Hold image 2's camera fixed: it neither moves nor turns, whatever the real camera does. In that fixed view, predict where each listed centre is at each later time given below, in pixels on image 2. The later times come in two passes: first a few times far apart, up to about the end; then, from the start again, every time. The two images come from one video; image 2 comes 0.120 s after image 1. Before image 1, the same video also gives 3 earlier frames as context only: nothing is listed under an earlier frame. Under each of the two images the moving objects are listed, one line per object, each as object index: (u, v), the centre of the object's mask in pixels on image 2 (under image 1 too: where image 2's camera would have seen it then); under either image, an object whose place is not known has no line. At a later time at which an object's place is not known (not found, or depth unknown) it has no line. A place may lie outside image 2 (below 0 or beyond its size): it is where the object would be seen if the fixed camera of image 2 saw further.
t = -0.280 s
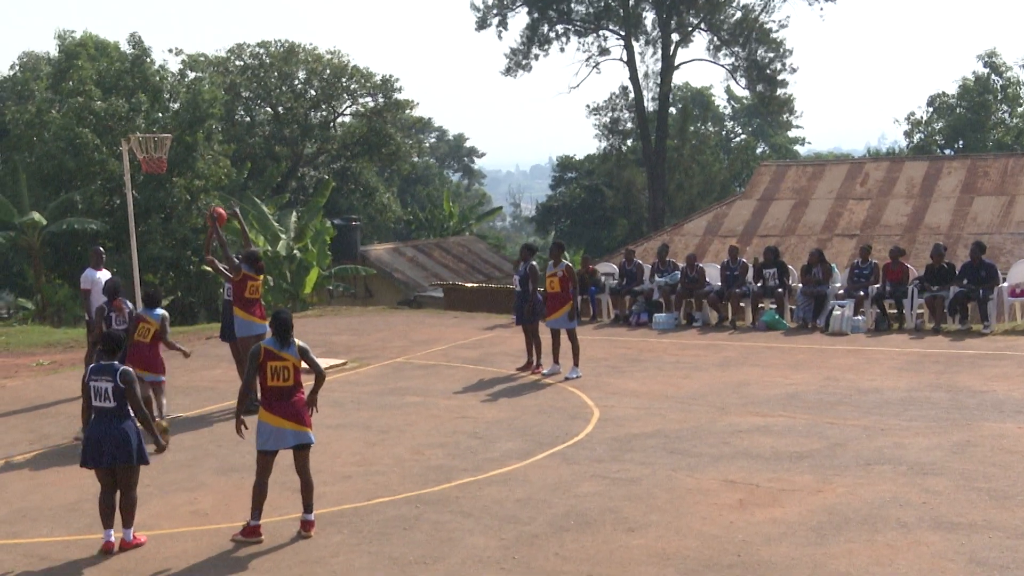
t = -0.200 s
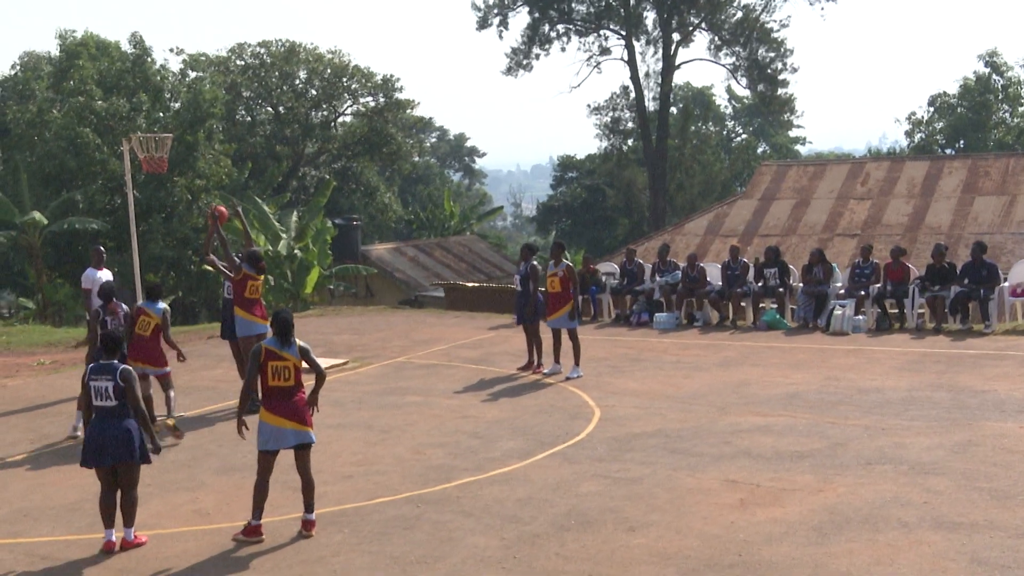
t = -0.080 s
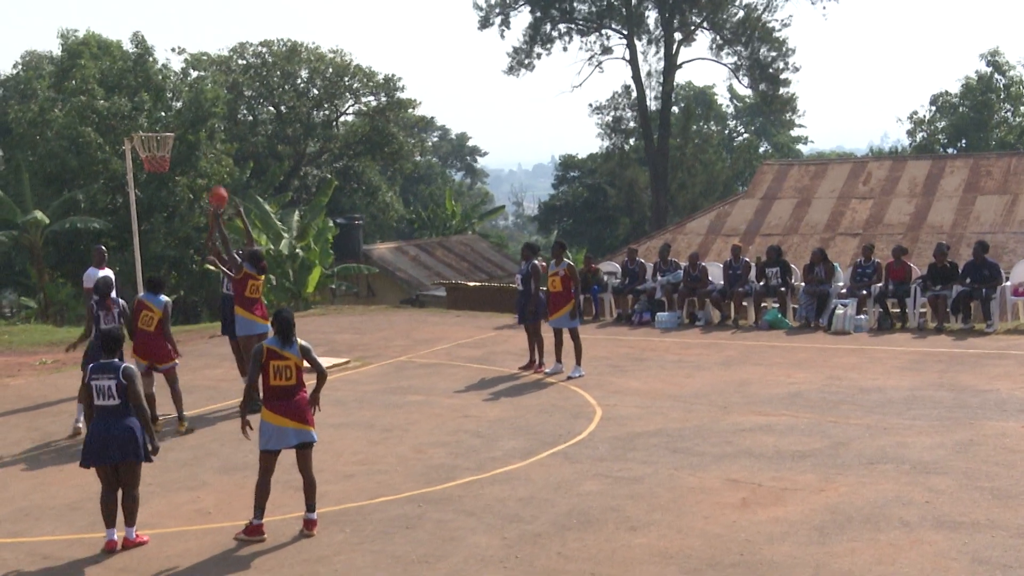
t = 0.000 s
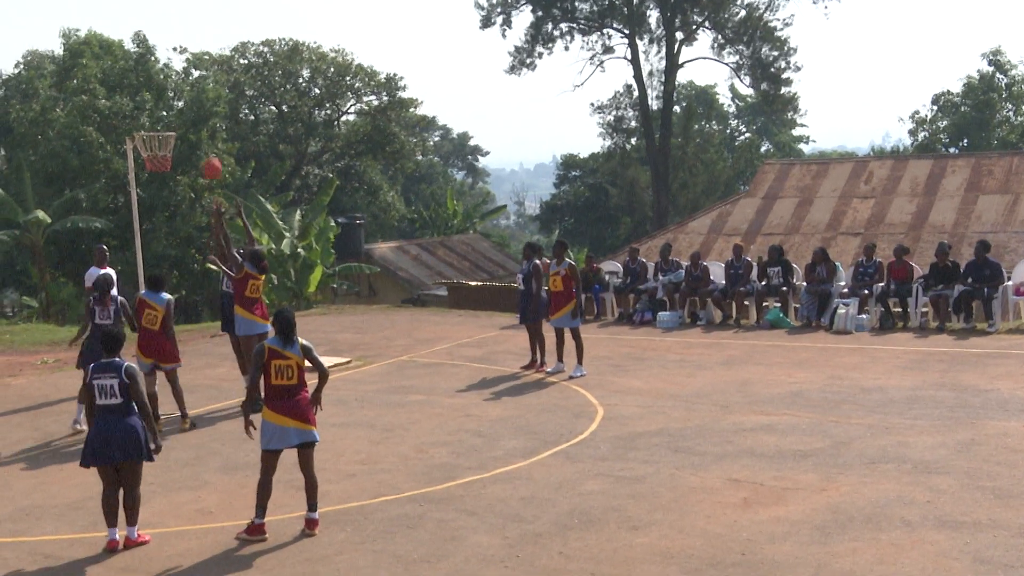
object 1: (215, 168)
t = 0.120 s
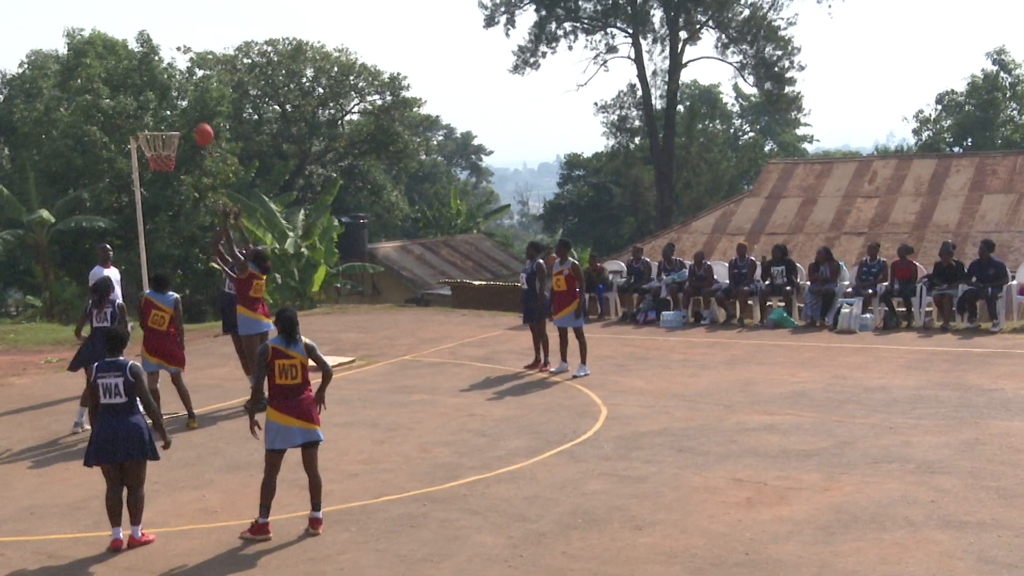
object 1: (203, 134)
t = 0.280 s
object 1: (188, 108)
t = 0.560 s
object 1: (165, 117)
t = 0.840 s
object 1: (145, 152)
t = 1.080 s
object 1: (154, 187)
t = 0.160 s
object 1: (199, 125)
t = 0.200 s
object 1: (195, 118)
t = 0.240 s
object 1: (192, 113)
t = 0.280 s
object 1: (188, 108)
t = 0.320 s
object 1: (185, 106)
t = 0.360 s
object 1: (182, 104)
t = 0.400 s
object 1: (178, 104)
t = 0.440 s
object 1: (174, 105)
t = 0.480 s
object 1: (171, 108)
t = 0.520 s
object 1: (167, 111)
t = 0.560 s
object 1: (165, 117)
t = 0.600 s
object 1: (161, 124)
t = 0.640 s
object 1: (157, 128)
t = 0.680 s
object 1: (153, 132)
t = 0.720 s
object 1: (148, 137)
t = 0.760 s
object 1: (146, 144)
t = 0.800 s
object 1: (144, 148)
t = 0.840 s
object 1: (145, 152)
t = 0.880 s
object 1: (145, 156)
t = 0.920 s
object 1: (146, 159)
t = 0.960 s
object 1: (147, 163)
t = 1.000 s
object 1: (149, 170)
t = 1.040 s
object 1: (151, 179)
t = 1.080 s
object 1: (154, 187)
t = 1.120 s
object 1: (155, 198)
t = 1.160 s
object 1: (157, 210)
